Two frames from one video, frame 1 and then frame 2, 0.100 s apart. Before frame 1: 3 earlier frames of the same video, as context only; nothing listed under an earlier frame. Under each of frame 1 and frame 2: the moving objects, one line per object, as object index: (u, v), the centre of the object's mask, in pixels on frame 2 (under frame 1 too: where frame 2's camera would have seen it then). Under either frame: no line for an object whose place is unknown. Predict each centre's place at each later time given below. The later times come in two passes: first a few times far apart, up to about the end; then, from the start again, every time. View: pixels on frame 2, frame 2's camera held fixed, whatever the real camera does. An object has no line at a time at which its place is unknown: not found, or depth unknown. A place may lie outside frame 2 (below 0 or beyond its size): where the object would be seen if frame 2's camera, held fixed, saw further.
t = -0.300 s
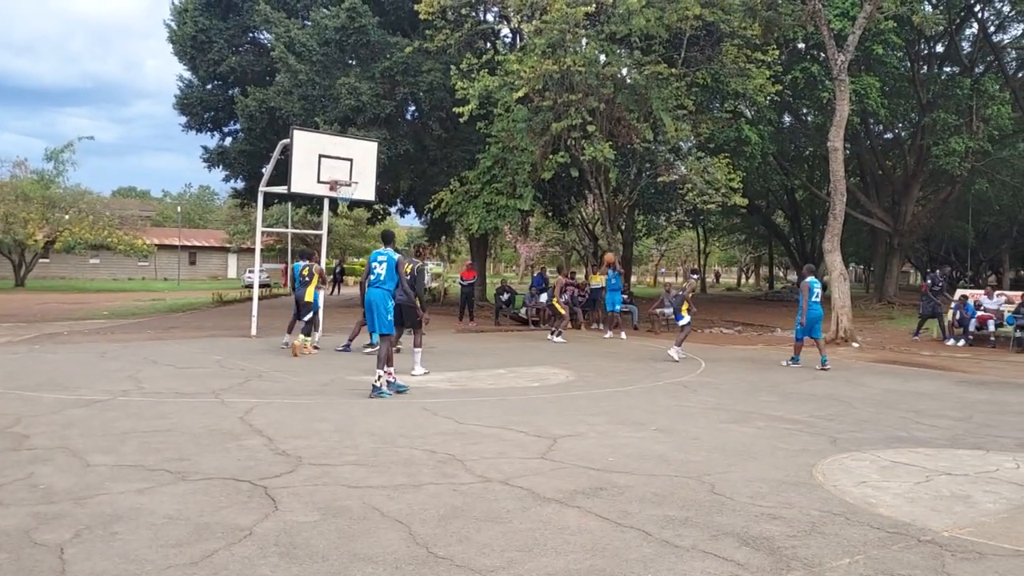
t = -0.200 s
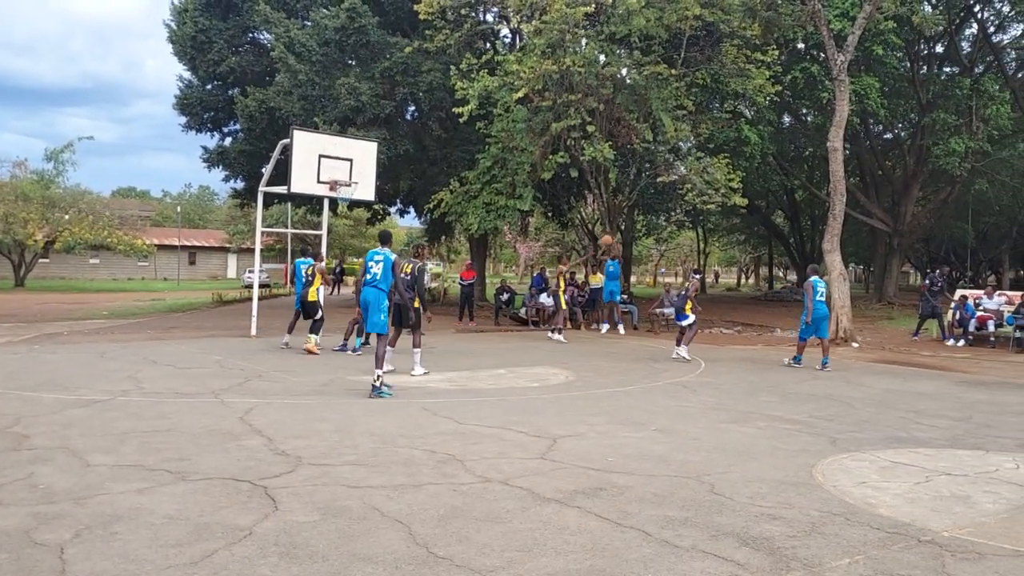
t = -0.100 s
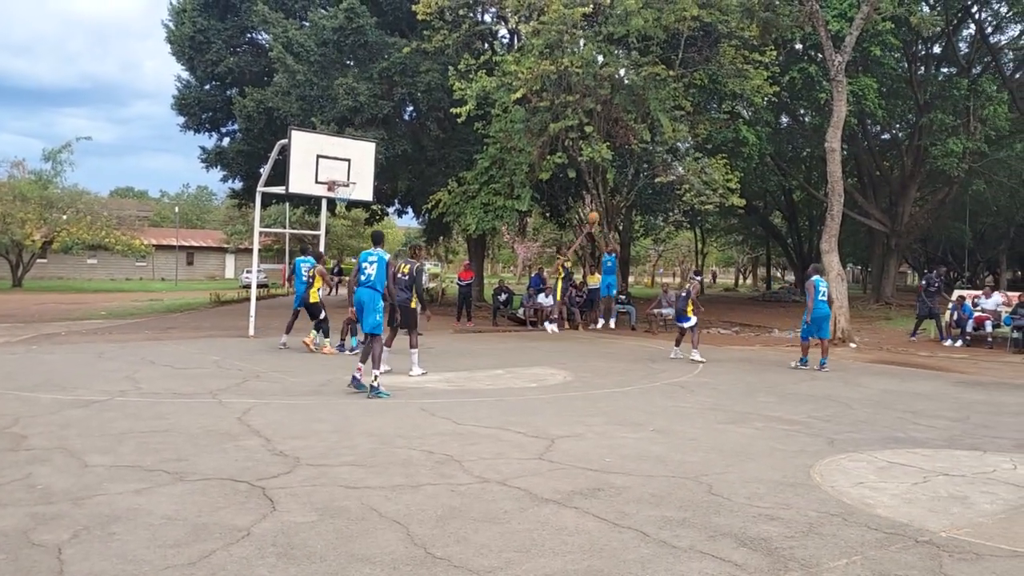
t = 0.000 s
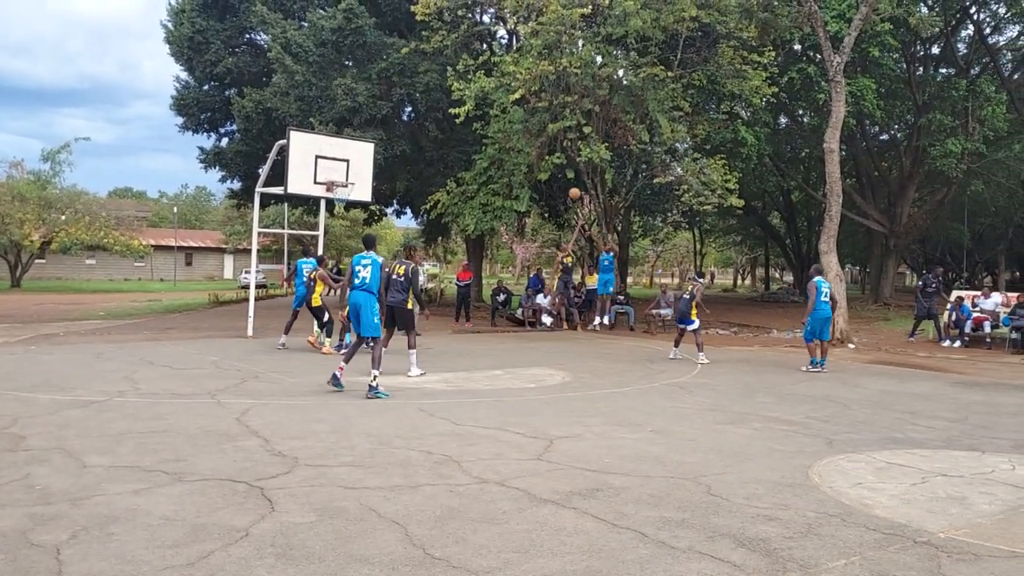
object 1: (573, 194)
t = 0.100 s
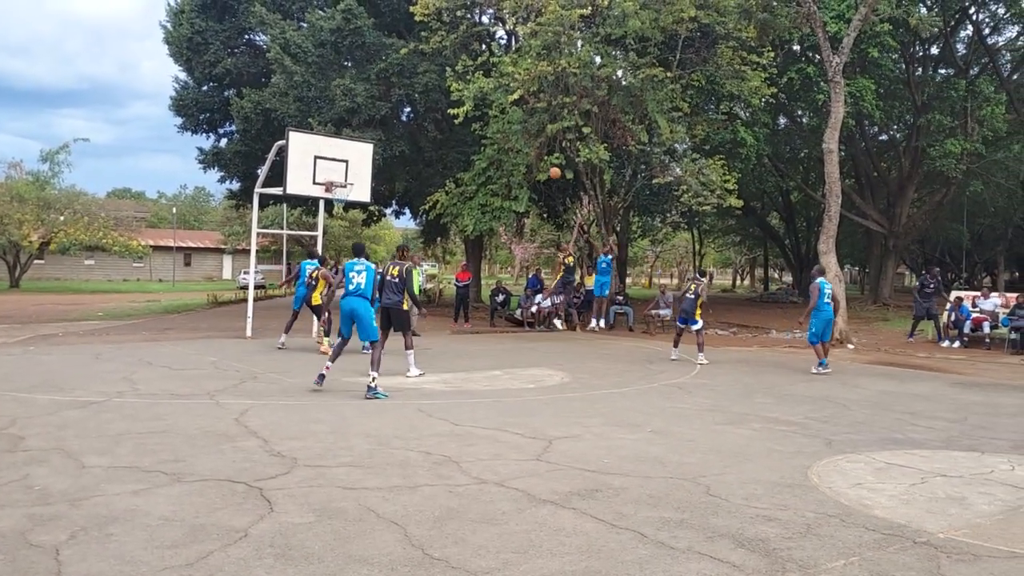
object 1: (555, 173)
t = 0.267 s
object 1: (521, 146)
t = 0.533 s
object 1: (465, 127)
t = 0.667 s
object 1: (434, 130)
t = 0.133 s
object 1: (548, 167)
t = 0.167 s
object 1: (541, 160)
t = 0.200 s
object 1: (534, 156)
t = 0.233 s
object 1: (529, 150)
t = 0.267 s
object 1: (521, 146)
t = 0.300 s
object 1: (515, 142)
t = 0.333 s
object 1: (508, 139)
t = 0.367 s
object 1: (501, 134)
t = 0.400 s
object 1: (494, 132)
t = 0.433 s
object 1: (487, 130)
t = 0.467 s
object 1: (479, 129)
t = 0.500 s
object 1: (472, 128)
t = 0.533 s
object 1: (465, 127)
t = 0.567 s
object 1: (457, 127)
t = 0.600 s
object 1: (449, 127)
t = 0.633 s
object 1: (442, 128)
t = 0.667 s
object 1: (434, 130)
